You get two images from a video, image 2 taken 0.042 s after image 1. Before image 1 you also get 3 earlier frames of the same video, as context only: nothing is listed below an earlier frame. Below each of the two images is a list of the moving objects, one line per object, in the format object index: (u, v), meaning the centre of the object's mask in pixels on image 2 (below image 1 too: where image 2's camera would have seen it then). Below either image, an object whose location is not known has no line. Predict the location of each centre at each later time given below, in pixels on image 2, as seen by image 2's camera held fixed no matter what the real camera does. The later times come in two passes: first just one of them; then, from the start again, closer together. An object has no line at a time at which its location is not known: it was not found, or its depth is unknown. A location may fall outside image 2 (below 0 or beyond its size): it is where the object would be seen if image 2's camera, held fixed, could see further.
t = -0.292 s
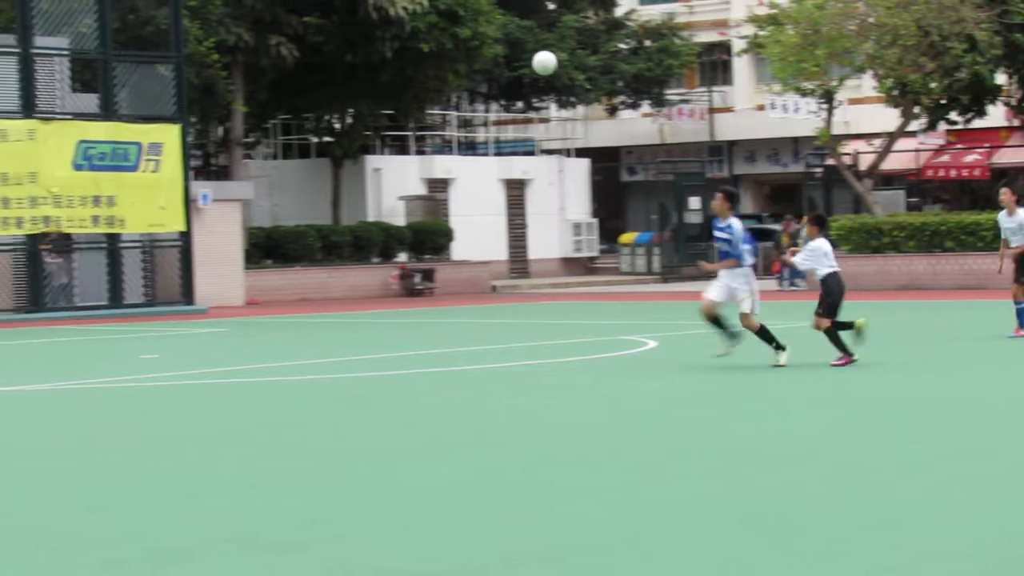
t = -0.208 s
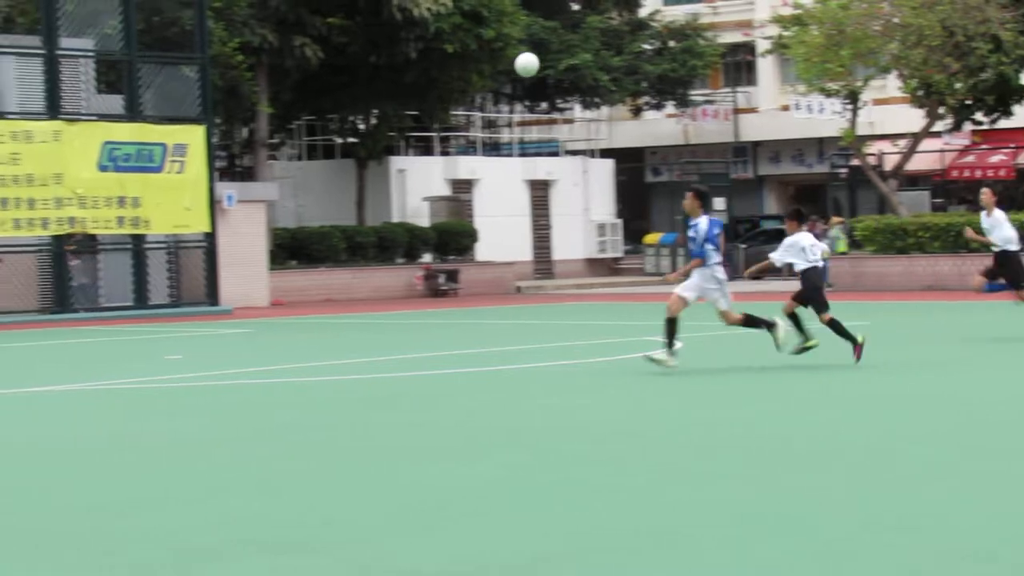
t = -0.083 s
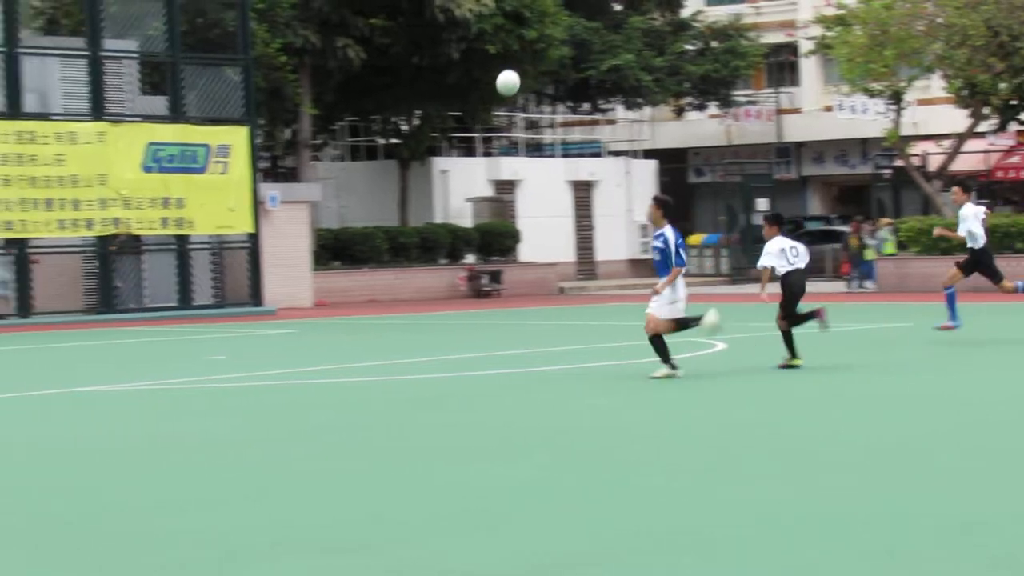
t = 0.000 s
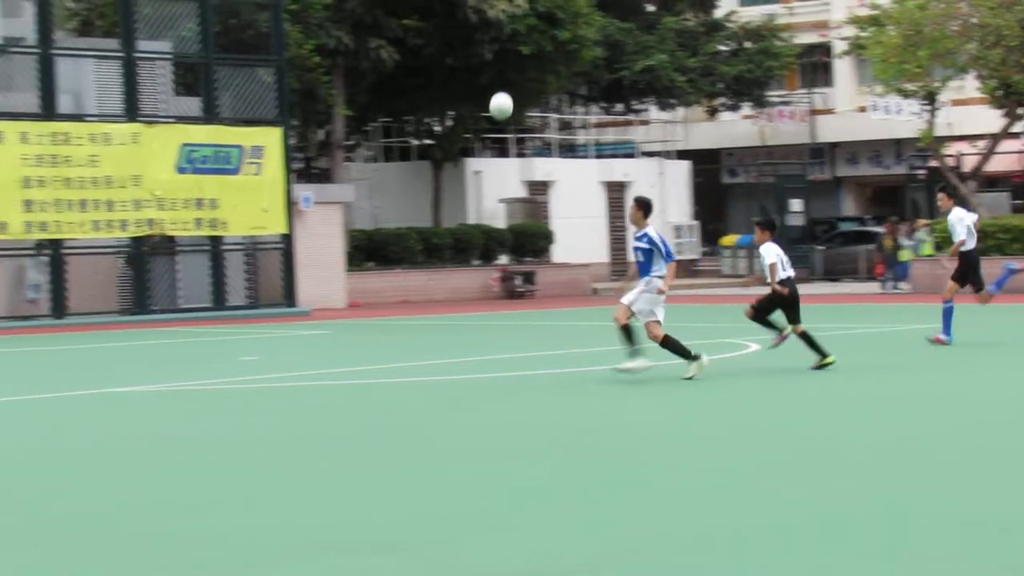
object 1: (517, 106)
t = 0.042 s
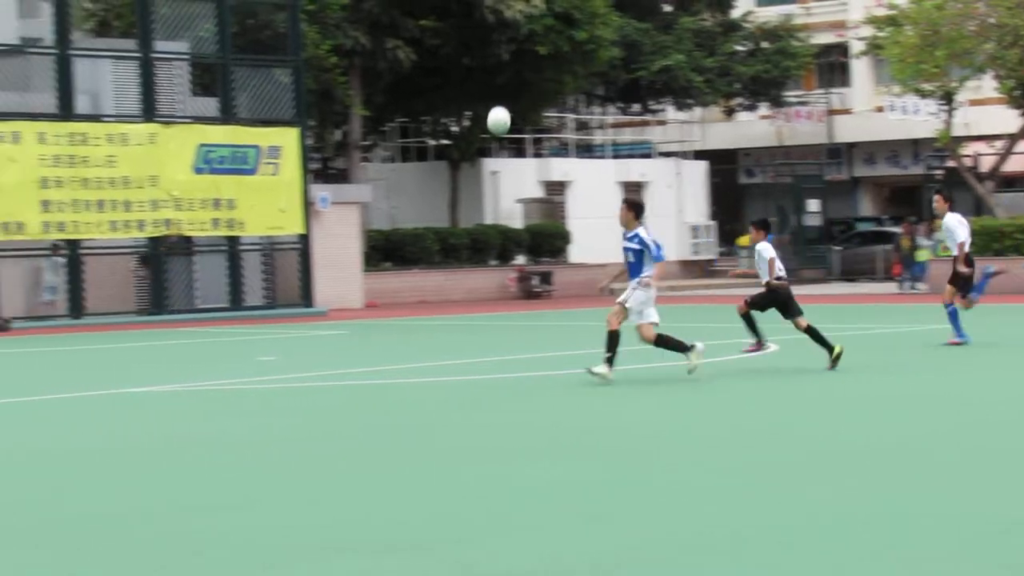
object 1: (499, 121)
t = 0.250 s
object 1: (406, 225)
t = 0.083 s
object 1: (480, 137)
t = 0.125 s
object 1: (461, 156)
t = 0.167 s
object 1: (443, 176)
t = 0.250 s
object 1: (406, 225)
